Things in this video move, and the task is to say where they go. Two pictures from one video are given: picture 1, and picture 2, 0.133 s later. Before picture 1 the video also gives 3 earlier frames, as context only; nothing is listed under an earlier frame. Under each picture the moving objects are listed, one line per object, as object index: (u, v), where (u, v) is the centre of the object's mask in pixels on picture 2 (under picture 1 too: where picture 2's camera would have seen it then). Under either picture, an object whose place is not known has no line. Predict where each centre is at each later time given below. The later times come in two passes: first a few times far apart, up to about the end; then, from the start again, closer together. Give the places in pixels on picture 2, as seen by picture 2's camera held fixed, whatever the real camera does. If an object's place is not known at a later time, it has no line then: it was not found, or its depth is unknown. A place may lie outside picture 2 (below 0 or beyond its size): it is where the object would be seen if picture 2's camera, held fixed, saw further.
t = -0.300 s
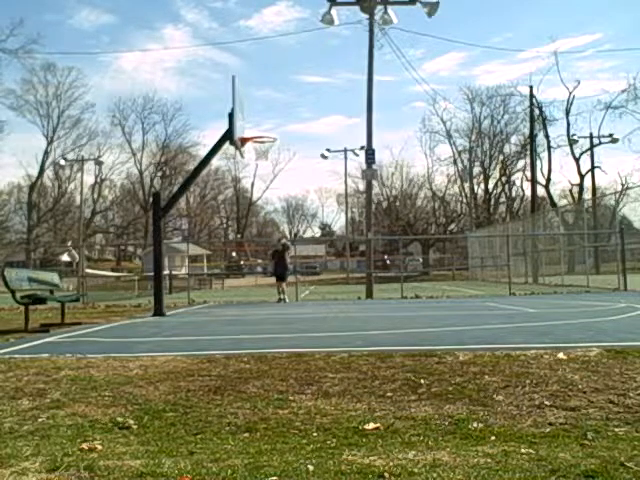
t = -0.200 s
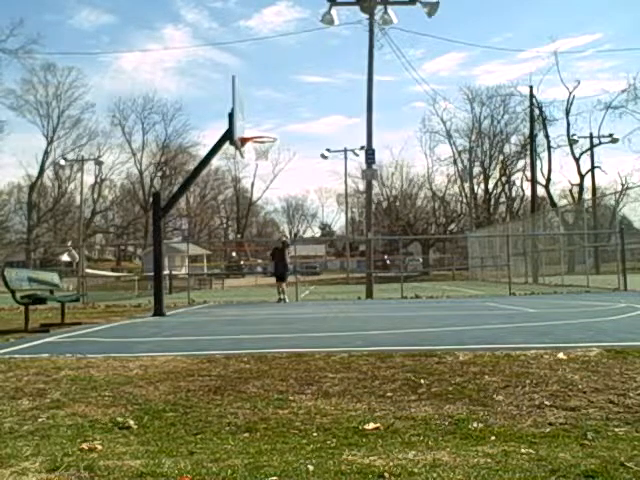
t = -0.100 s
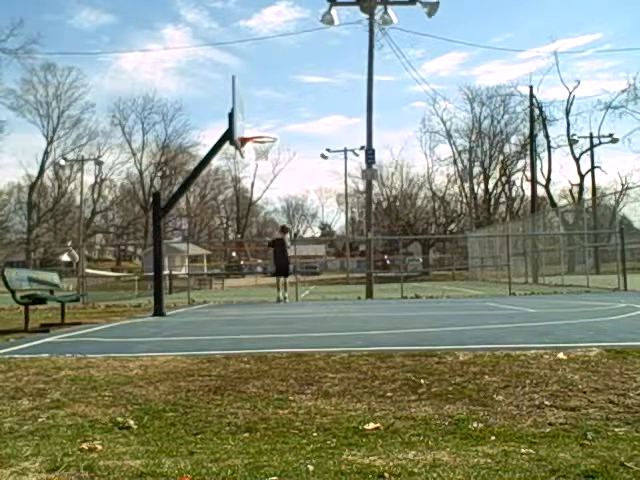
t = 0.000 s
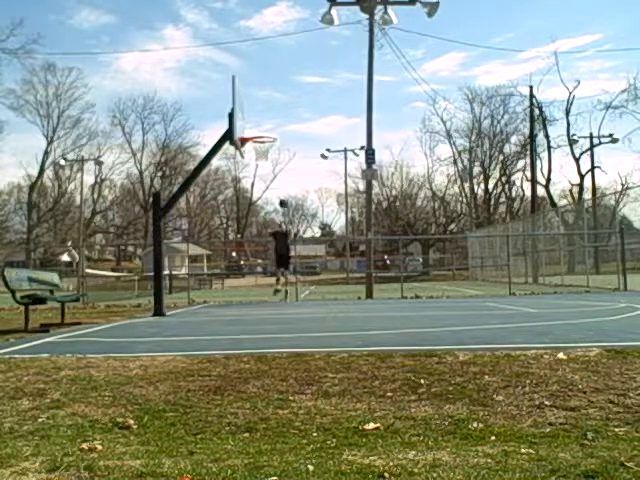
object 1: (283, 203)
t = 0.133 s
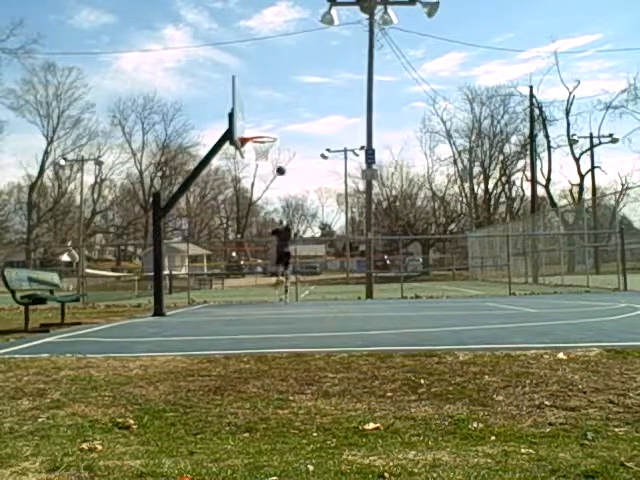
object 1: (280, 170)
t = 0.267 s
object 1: (277, 144)
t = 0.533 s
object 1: (273, 111)
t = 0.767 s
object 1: (269, 108)
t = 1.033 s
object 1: (265, 136)
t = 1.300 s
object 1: (273, 105)
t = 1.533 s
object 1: (280, 109)
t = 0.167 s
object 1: (279, 163)
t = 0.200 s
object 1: (279, 156)
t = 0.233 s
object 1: (278, 150)
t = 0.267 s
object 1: (277, 144)
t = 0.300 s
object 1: (277, 138)
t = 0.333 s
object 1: (276, 133)
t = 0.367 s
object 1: (276, 128)
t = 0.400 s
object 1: (275, 124)
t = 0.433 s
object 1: (274, 120)
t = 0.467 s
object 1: (274, 116)
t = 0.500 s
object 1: (273, 113)
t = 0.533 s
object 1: (273, 111)
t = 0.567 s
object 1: (272, 109)
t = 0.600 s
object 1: (271, 108)
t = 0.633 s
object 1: (271, 107)
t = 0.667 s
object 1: (270, 106)
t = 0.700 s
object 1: (269, 106)
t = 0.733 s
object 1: (269, 106)
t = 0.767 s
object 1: (269, 108)
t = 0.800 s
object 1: (268, 110)
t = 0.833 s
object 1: (267, 112)
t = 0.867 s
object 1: (267, 115)
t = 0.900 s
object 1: (266, 120)
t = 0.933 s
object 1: (265, 124)
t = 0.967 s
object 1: (265, 129)
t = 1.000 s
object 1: (264, 135)
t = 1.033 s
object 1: (265, 136)
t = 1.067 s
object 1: (265, 129)
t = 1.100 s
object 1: (267, 124)
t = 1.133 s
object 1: (268, 119)
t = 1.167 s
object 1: (269, 115)
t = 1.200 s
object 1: (270, 112)
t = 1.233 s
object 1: (271, 109)
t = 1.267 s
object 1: (272, 107)
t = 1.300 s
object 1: (273, 105)
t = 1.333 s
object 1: (274, 104)
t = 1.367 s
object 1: (275, 104)
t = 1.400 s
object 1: (276, 104)
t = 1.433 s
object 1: (277, 104)
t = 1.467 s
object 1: (278, 105)
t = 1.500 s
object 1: (279, 107)
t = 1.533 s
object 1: (280, 109)
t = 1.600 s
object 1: (283, 116)
